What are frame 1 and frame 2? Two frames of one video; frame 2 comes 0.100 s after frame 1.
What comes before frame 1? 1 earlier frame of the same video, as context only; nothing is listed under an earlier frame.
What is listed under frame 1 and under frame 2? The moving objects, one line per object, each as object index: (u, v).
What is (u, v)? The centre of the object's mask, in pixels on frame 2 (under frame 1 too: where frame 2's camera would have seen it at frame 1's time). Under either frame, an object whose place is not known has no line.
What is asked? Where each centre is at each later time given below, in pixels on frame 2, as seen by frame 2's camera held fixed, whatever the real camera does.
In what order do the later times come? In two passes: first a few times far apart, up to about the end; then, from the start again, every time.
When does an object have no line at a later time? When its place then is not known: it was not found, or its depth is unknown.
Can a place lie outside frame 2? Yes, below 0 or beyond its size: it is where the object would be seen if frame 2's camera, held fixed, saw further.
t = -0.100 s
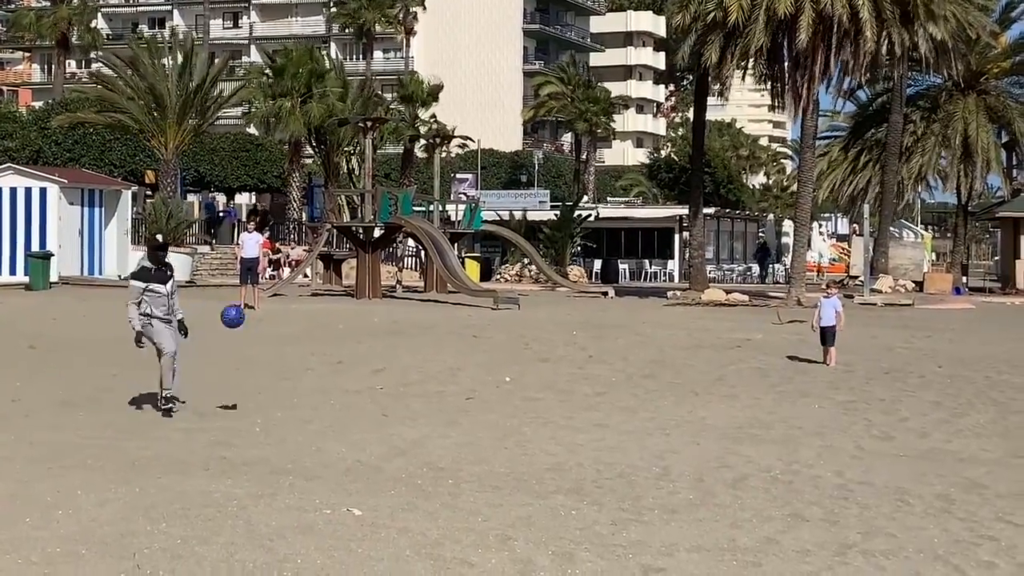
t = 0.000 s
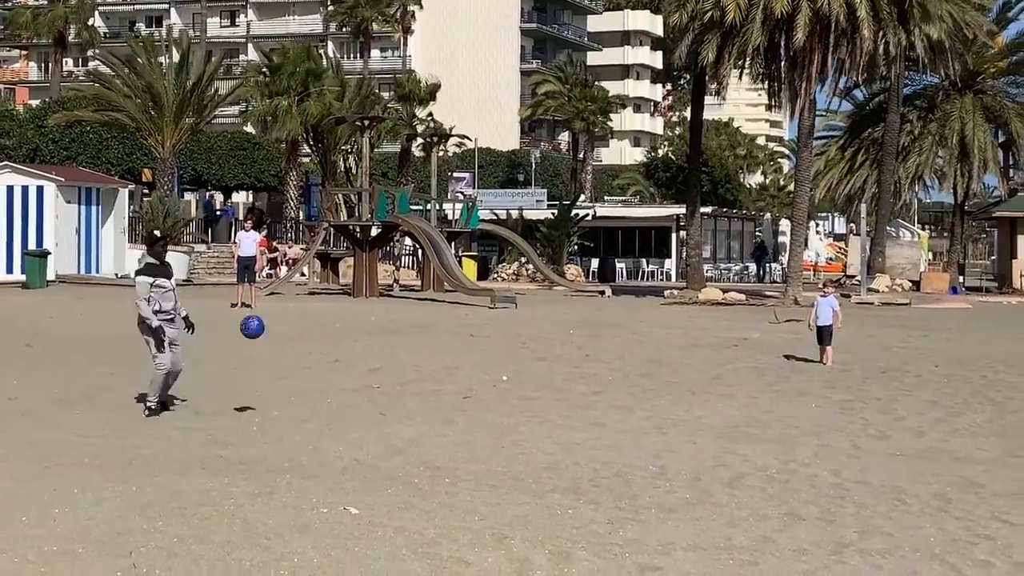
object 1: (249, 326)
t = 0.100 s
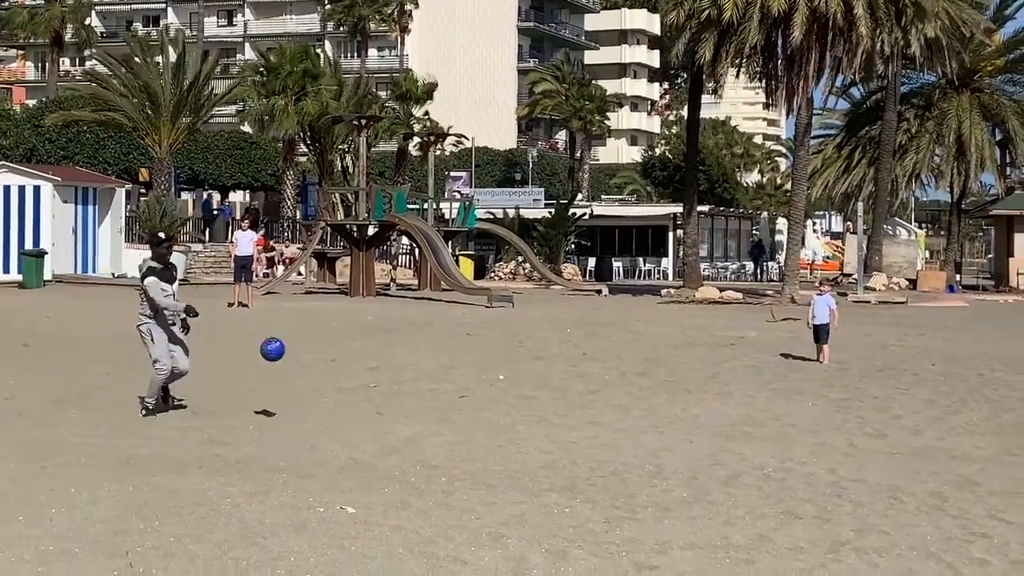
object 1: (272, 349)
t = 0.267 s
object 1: (310, 415)
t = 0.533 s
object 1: (359, 420)
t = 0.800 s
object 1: (407, 428)
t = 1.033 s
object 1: (437, 432)
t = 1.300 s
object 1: (468, 437)
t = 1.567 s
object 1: (492, 440)
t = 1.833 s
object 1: (513, 442)
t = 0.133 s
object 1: (280, 360)
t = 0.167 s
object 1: (288, 372)
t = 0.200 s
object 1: (295, 385)
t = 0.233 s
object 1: (303, 399)
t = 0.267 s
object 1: (310, 415)
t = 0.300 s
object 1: (317, 417)
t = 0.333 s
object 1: (323, 417)
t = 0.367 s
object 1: (330, 417)
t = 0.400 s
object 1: (336, 419)
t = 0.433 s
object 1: (342, 419)
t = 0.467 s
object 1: (348, 419)
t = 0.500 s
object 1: (353, 419)
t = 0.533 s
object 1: (359, 420)
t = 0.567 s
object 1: (365, 423)
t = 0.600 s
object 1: (371, 425)
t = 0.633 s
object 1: (377, 425)
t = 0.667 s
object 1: (384, 426)
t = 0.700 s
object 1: (390, 426)
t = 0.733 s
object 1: (396, 427)
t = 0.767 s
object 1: (402, 428)
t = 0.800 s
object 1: (407, 428)
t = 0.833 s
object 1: (412, 426)
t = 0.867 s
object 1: (416, 426)
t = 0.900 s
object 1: (420, 427)
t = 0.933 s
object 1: (425, 429)
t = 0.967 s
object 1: (429, 431)
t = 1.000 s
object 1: (433, 431)
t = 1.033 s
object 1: (437, 432)
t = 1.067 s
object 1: (442, 434)
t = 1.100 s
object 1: (446, 434)
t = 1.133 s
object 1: (449, 434)
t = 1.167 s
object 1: (453, 435)
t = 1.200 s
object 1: (457, 435)
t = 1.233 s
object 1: (460, 436)
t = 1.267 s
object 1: (464, 436)
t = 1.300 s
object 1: (468, 437)
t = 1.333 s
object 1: (471, 438)
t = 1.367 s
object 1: (474, 437)
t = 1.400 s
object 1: (477, 437)
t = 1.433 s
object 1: (480, 437)
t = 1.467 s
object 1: (483, 438)
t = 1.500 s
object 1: (486, 439)
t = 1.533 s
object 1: (489, 440)
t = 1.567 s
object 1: (492, 440)
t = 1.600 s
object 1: (496, 440)
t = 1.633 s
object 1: (498, 440)
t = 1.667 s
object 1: (501, 441)
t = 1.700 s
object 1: (504, 441)
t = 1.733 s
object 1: (506, 441)
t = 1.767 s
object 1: (509, 441)
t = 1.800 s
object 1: (511, 442)
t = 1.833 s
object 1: (513, 442)
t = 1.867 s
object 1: (515, 442)
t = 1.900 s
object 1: (517, 443)
